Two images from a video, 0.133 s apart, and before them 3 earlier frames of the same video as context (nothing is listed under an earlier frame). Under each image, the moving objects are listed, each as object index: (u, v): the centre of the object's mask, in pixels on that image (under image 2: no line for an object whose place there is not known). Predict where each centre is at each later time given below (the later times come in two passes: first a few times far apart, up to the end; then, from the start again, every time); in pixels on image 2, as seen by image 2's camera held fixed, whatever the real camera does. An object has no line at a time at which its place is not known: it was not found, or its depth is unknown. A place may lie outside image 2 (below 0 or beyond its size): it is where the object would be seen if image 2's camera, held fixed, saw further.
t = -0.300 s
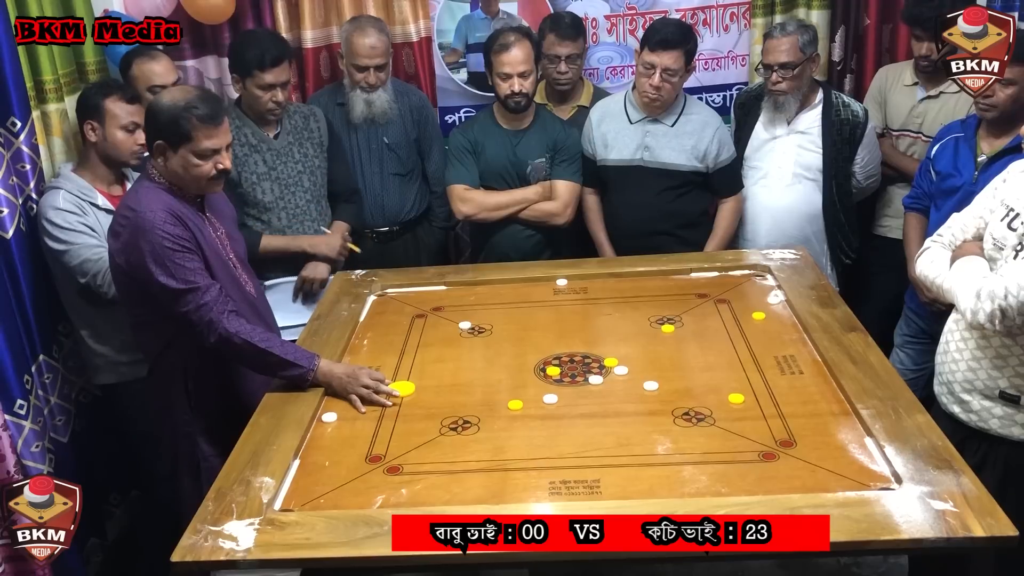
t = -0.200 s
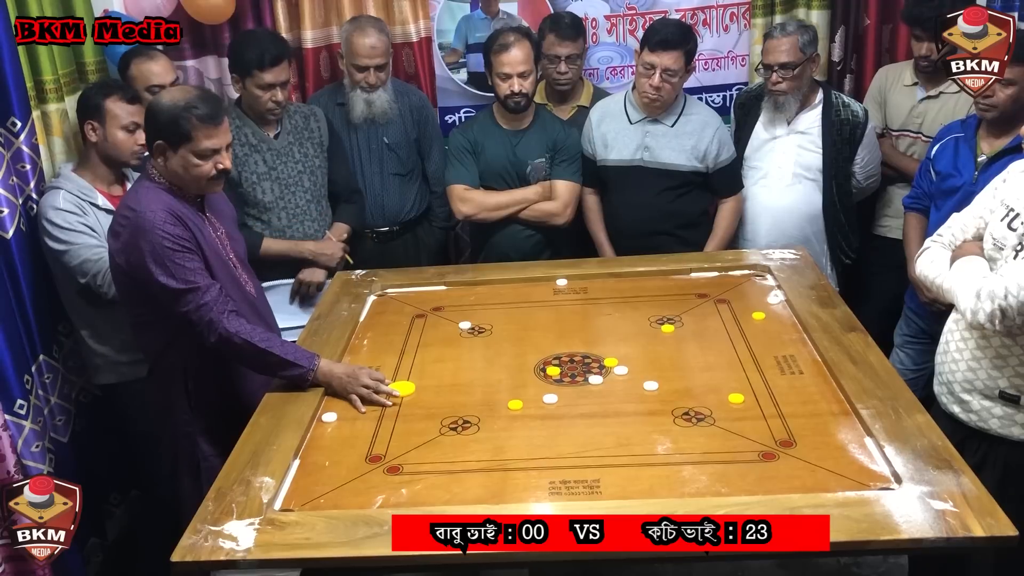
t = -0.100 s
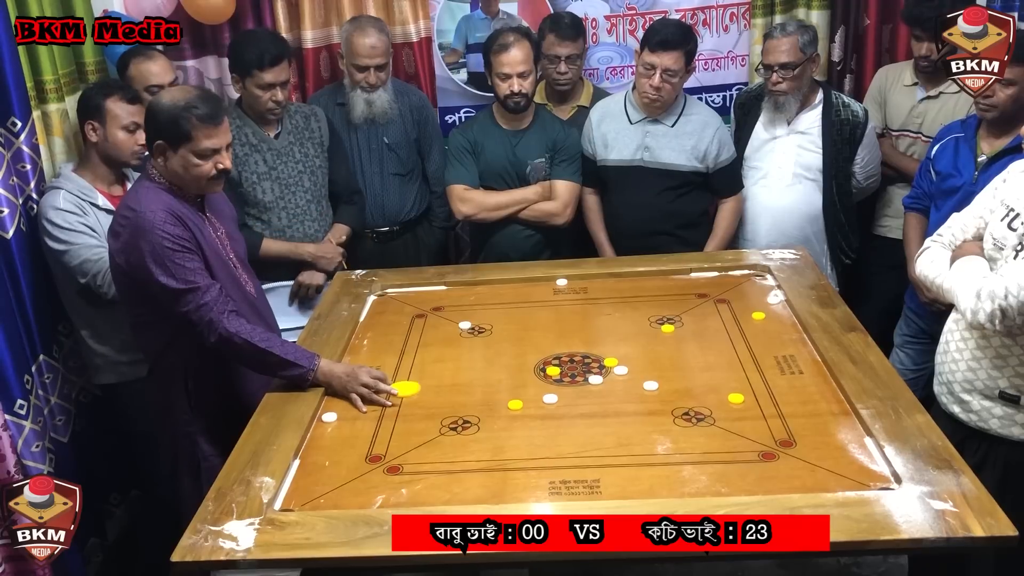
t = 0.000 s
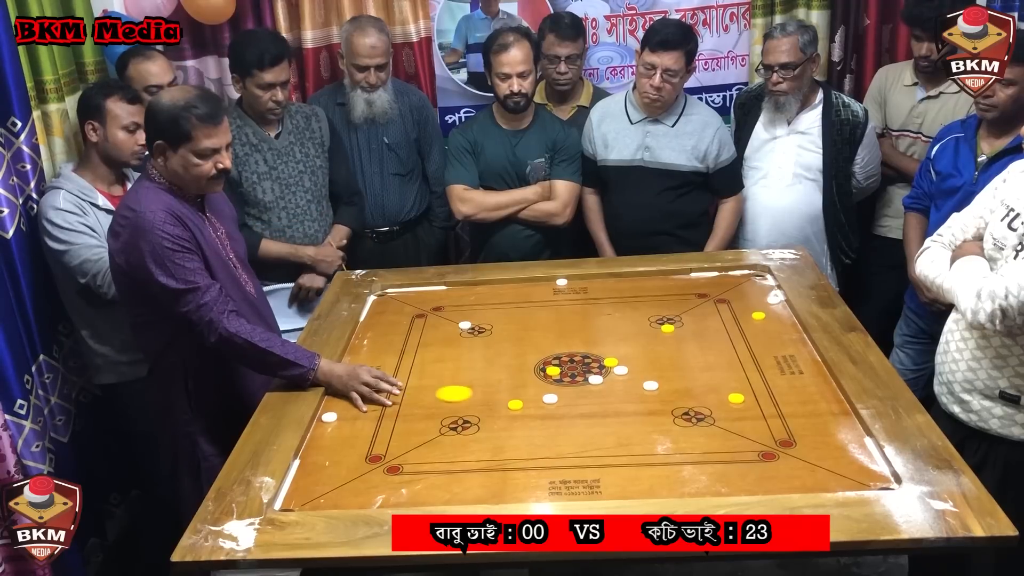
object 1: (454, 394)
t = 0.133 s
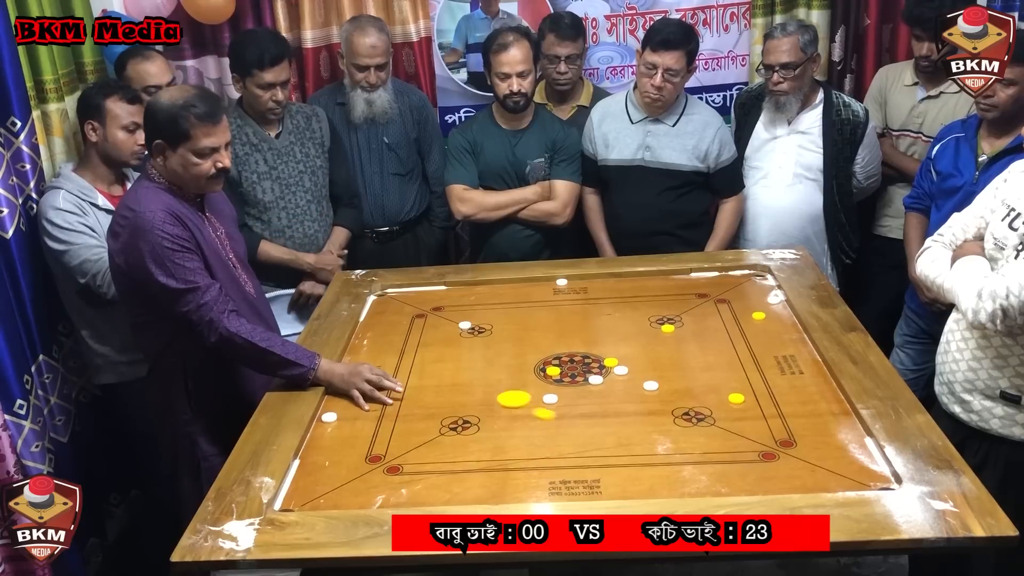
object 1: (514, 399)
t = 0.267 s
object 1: (545, 400)
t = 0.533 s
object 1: (577, 402)
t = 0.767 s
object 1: (584, 402)
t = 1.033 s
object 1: (584, 402)
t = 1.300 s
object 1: (584, 402)
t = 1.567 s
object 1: (584, 402)
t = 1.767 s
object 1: (584, 402)
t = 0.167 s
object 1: (525, 399)
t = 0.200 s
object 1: (533, 400)
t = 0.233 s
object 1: (539, 400)
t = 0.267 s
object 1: (545, 400)
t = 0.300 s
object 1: (551, 401)
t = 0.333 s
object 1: (556, 401)
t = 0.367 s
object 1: (561, 401)
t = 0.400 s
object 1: (565, 401)
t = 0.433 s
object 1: (569, 402)
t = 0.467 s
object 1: (572, 402)
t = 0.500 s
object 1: (575, 402)
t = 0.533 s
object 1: (577, 402)
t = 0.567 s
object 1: (579, 402)
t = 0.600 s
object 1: (581, 402)
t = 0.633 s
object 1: (582, 402)
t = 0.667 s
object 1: (583, 402)
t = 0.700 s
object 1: (583, 402)
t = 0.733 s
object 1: (584, 402)
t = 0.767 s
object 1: (584, 402)
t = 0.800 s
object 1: (584, 402)
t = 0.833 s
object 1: (584, 402)
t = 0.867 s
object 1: (584, 402)
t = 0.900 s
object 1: (584, 402)
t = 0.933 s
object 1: (583, 402)
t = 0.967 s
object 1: (584, 402)
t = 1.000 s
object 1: (583, 402)
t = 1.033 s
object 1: (584, 402)
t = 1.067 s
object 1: (583, 402)
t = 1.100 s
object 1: (583, 402)
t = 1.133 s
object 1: (584, 402)
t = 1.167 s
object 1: (584, 402)
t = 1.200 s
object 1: (583, 402)
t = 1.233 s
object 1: (584, 402)
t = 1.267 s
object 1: (584, 402)
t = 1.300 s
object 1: (584, 402)
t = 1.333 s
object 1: (584, 402)
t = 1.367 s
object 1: (584, 402)
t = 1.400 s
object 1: (584, 402)
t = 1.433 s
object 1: (584, 402)
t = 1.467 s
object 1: (584, 402)
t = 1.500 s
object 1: (584, 402)
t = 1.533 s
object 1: (584, 402)
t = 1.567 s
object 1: (584, 402)
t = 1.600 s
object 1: (584, 402)
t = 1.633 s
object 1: (584, 402)
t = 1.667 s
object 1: (584, 402)
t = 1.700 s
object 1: (584, 402)
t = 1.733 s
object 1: (584, 402)
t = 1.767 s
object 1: (584, 402)
